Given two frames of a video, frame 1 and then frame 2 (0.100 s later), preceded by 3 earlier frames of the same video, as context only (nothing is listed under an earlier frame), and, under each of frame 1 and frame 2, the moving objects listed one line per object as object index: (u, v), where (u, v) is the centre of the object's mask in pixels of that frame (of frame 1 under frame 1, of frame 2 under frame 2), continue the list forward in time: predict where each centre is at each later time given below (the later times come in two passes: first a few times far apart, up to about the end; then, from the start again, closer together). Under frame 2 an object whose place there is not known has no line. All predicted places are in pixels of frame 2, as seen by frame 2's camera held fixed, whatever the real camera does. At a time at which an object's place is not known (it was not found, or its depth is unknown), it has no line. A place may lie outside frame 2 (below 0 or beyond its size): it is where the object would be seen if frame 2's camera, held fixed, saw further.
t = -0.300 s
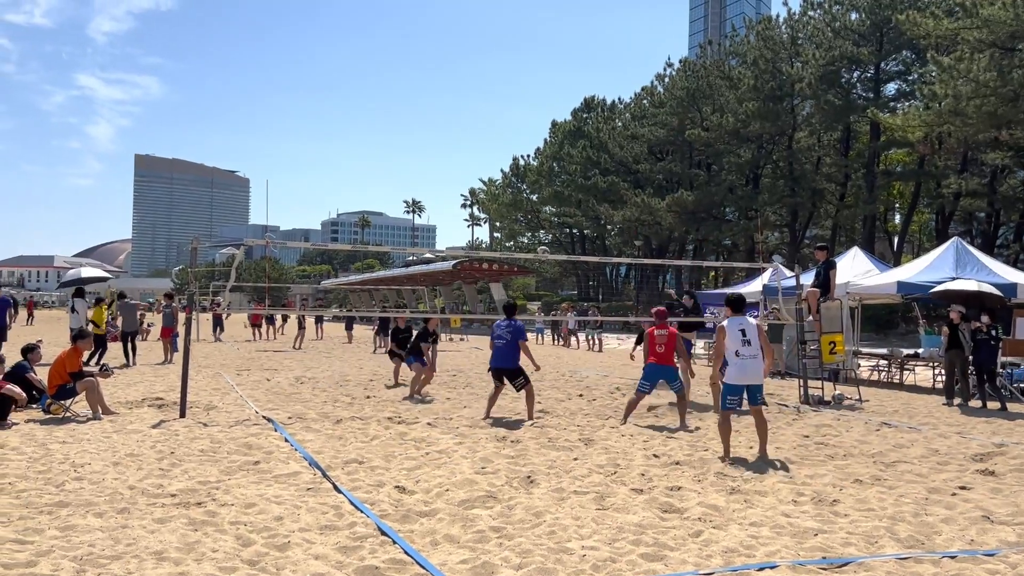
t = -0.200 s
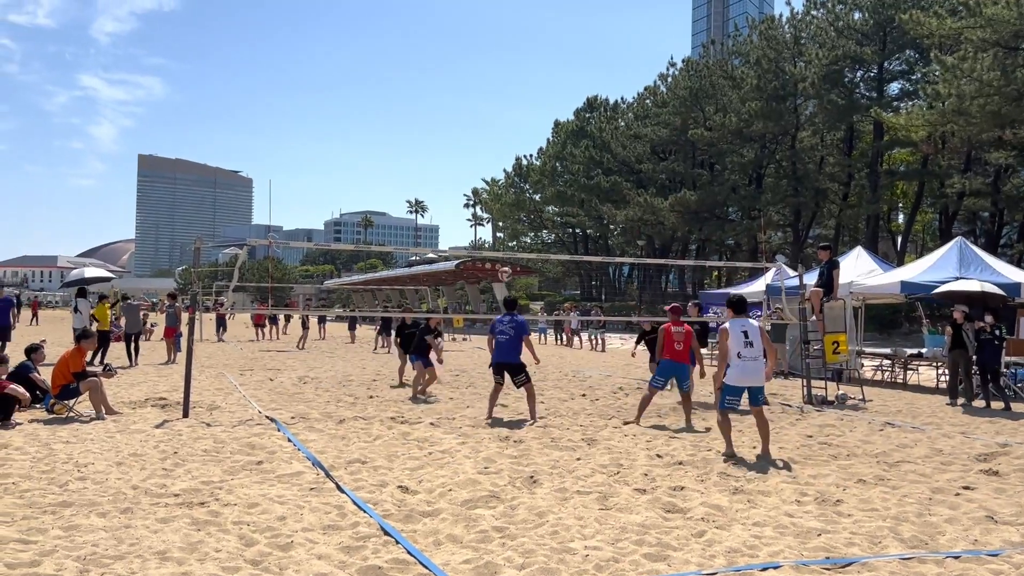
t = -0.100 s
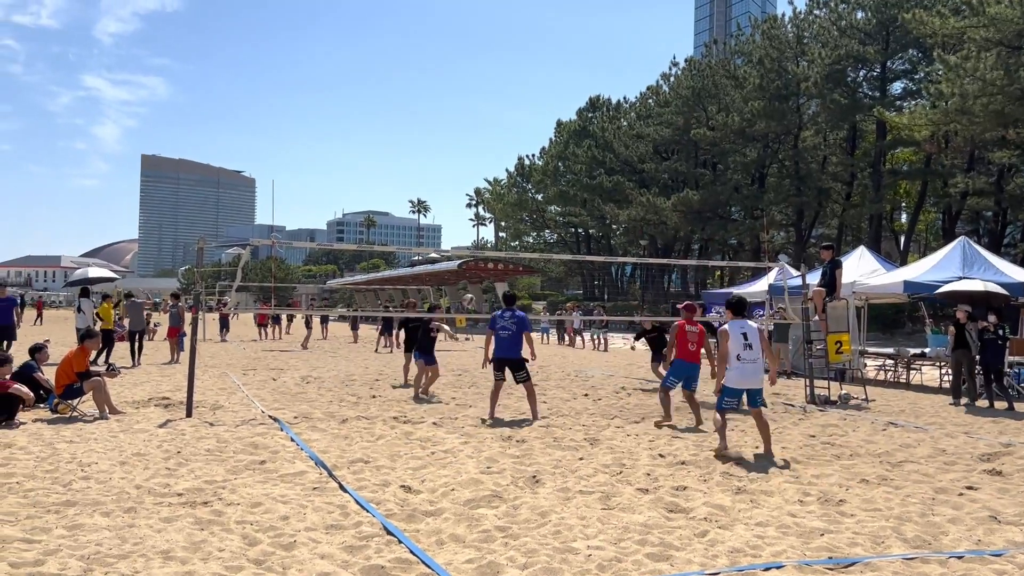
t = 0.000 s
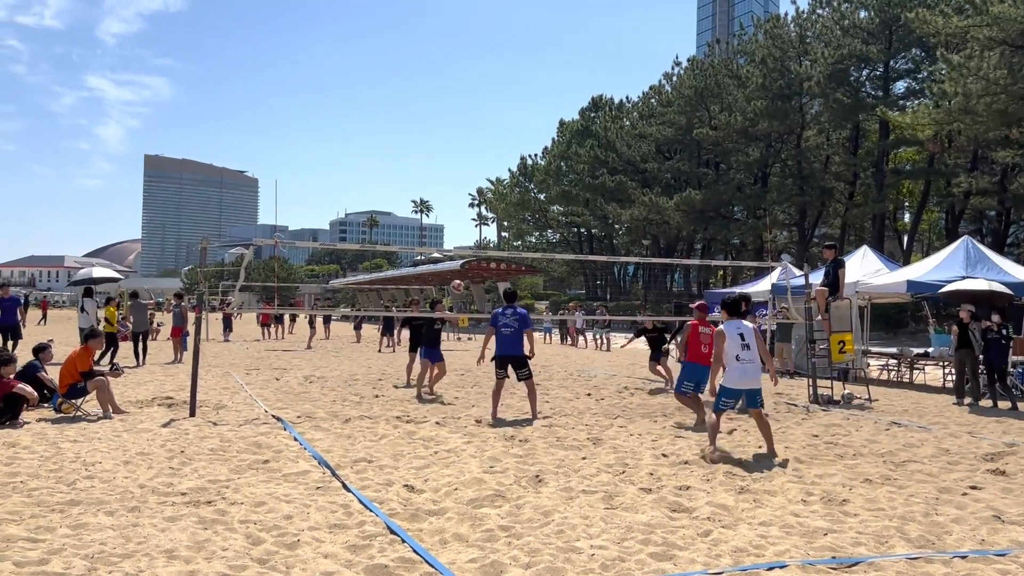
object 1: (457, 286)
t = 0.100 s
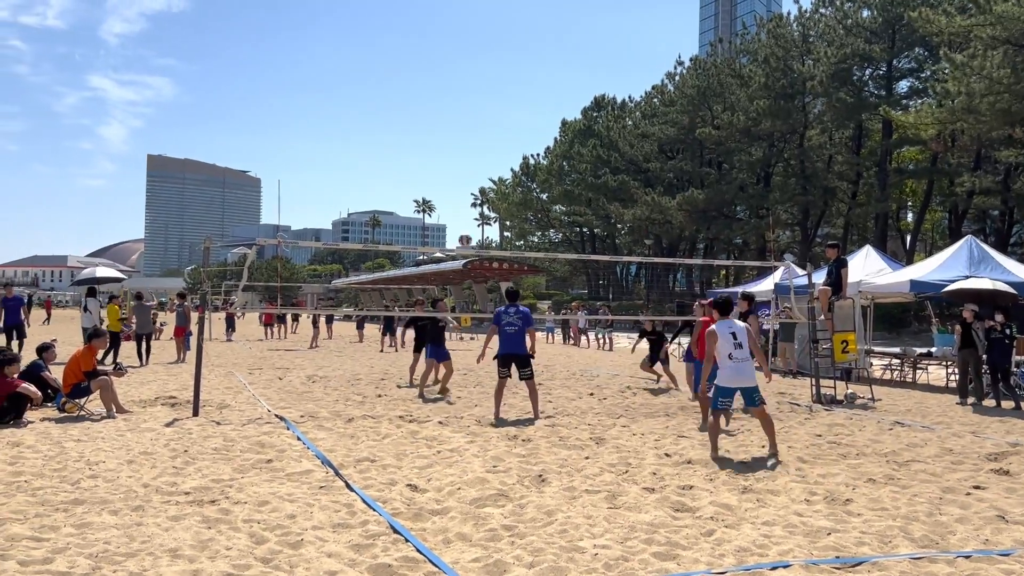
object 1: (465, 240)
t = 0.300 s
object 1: (477, 165)
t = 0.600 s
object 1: (494, 102)
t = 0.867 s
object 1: (508, 91)
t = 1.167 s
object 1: (525, 131)
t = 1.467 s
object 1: (540, 223)
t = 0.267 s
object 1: (475, 176)
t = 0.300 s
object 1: (477, 165)
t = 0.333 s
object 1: (479, 156)
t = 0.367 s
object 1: (481, 147)
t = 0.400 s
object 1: (483, 138)
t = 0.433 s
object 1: (484, 130)
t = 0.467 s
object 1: (487, 123)
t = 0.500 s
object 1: (488, 117)
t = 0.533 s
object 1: (490, 111)
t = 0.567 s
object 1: (492, 106)
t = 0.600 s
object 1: (494, 102)
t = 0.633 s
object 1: (496, 98)
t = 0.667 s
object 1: (498, 95)
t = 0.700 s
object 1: (499, 93)
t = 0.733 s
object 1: (501, 91)
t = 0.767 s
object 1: (503, 90)
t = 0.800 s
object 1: (505, 89)
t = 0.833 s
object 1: (506, 90)
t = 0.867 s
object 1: (508, 91)
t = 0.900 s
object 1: (510, 93)
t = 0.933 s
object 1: (512, 95)
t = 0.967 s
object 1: (514, 99)
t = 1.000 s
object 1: (516, 102)
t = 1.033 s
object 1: (517, 106)
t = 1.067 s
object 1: (519, 112)
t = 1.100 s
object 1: (521, 117)
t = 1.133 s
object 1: (523, 124)
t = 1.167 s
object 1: (525, 131)
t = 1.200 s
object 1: (526, 139)
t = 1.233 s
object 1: (528, 148)
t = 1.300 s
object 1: (532, 165)
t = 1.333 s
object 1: (534, 175)
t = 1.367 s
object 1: (536, 187)
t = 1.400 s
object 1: (537, 198)
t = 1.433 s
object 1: (539, 210)
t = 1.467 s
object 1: (540, 223)
